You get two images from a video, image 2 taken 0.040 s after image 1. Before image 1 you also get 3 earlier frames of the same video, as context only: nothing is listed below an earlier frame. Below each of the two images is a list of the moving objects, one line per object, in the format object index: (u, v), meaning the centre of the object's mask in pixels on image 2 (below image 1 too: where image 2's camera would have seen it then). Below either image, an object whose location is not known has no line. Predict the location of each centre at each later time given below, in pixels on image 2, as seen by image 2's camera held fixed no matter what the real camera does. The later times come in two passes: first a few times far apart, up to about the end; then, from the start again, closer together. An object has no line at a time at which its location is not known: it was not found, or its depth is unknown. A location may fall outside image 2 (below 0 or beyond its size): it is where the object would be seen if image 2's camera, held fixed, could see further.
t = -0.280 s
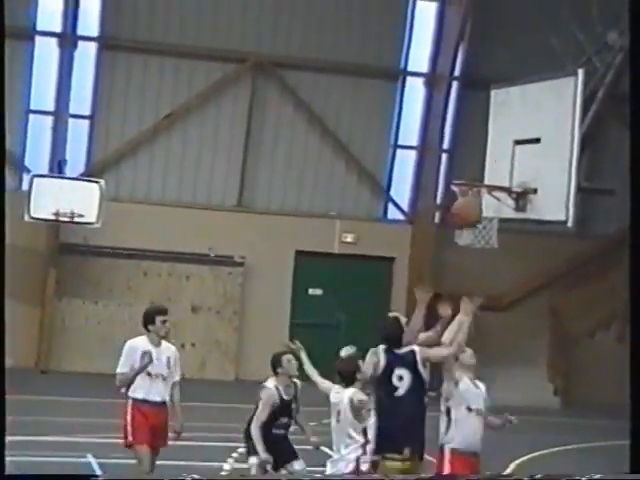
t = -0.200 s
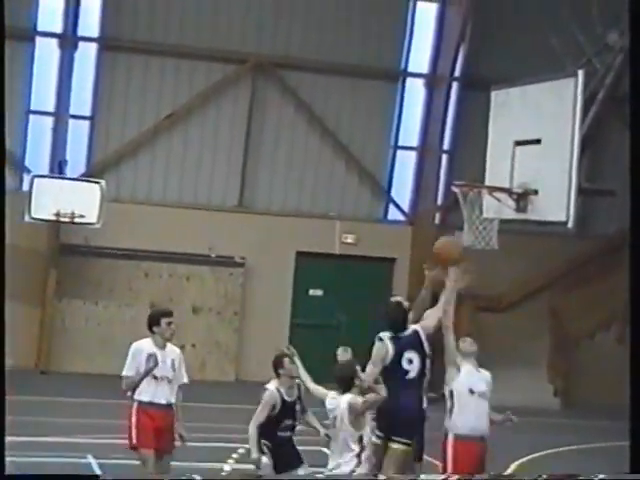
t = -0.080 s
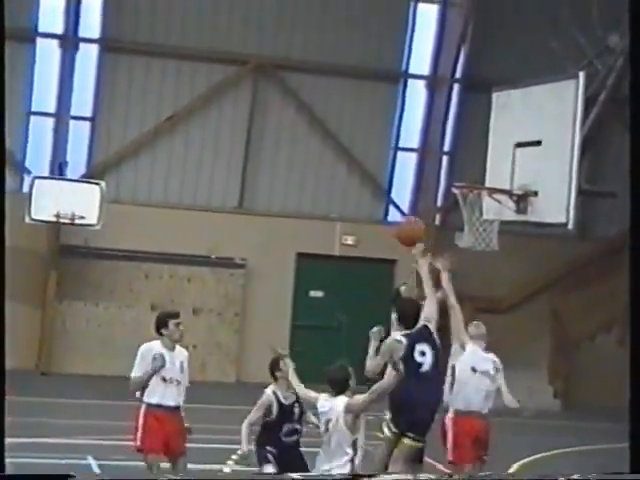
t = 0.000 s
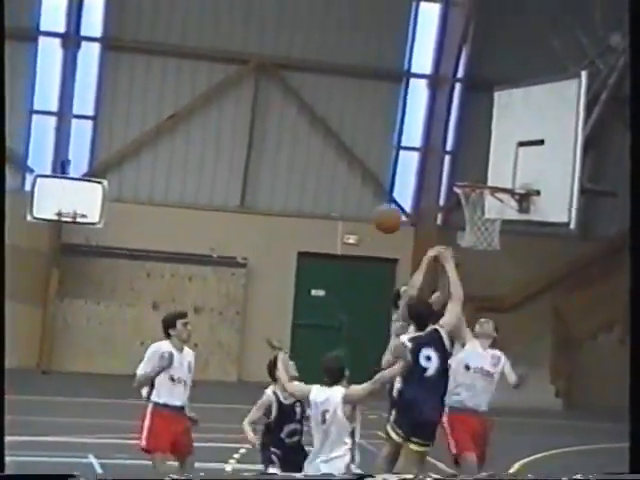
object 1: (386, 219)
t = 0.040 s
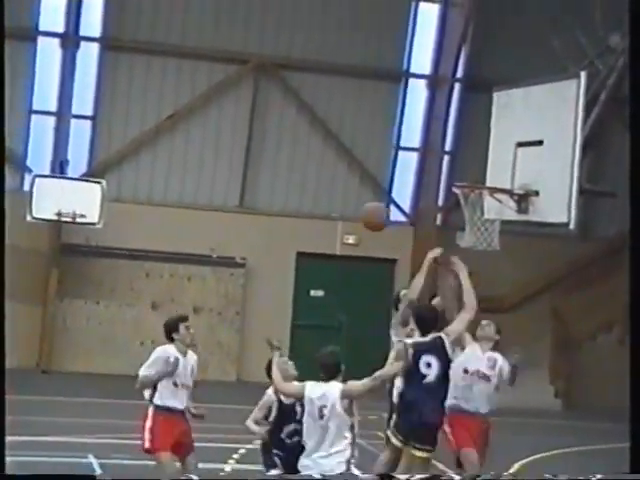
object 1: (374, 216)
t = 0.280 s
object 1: (307, 239)
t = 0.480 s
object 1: (249, 305)
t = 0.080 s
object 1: (362, 216)
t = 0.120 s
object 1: (351, 218)
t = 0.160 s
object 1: (339, 220)
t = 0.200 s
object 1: (328, 225)
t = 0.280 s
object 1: (307, 239)
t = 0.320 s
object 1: (294, 249)
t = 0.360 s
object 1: (283, 261)
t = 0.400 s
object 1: (271, 274)
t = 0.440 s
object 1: (260, 289)
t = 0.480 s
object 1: (249, 305)
